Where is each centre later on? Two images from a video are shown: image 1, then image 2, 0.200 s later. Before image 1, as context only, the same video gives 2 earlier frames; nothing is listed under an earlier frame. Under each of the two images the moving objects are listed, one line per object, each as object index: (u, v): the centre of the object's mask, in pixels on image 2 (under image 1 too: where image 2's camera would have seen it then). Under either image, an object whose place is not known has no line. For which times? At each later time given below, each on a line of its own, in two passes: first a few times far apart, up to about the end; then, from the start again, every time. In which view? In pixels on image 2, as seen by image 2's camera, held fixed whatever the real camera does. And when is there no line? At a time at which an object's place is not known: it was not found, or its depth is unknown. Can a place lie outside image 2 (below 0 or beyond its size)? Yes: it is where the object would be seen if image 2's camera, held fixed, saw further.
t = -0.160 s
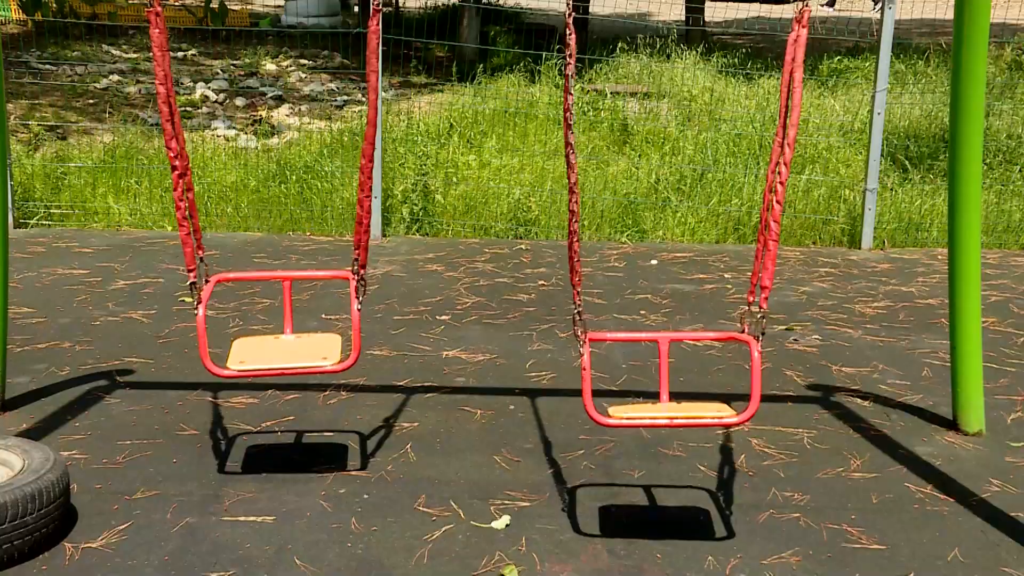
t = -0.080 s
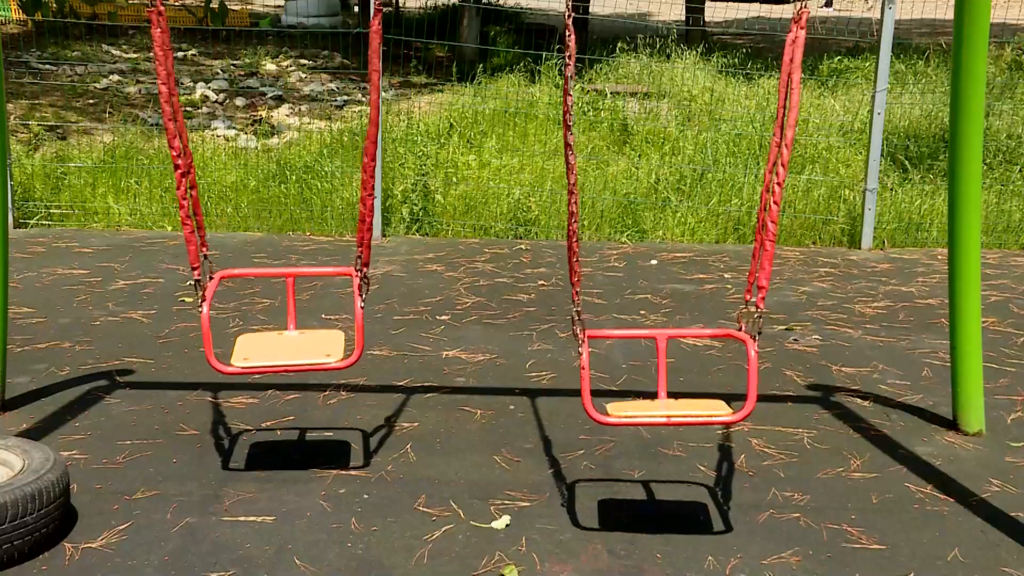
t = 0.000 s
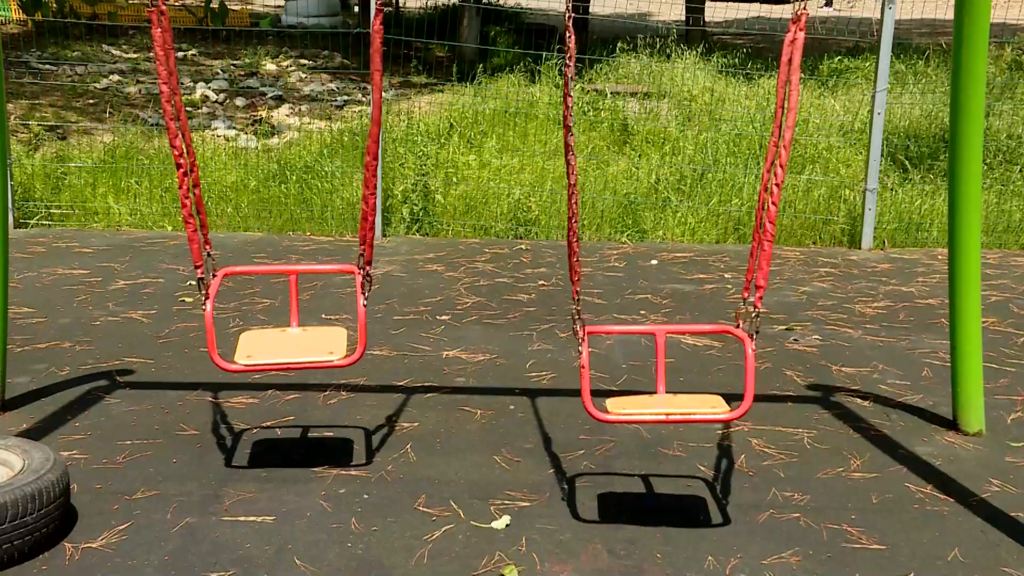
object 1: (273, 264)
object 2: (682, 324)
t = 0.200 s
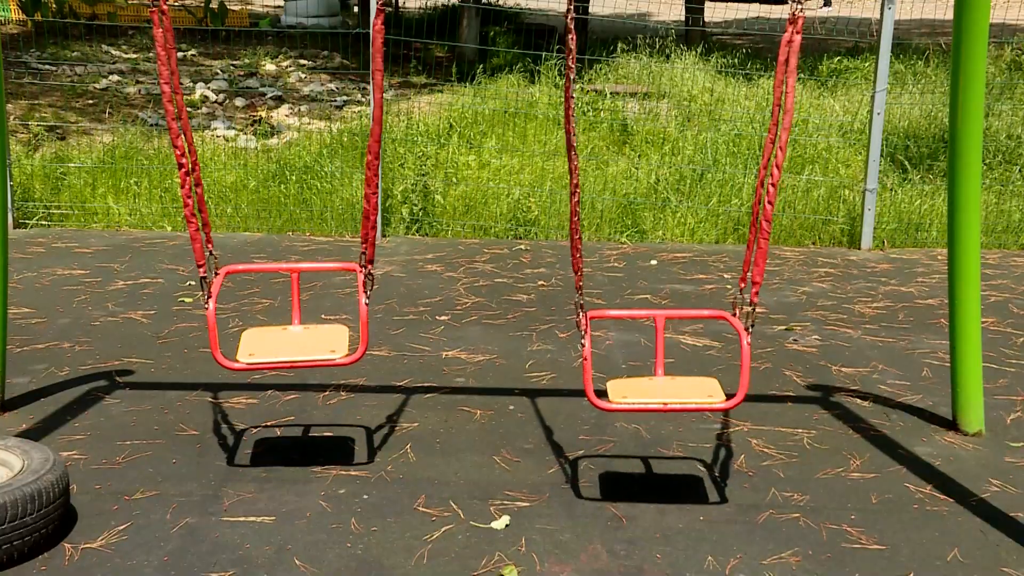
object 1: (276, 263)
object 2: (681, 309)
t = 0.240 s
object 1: (276, 263)
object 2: (681, 305)
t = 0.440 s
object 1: (274, 269)
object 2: (684, 285)
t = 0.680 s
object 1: (256, 281)
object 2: (690, 267)
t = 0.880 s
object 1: (244, 292)
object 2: (694, 263)
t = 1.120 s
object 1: (233, 301)
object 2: (697, 275)
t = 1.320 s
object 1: (227, 303)
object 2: (698, 293)
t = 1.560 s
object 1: (239, 302)
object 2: (689, 316)
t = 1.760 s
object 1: (246, 296)
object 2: (689, 328)
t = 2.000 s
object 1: (261, 285)
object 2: (688, 333)
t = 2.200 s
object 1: (273, 273)
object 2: (688, 333)
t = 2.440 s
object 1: (273, 264)
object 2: (690, 325)
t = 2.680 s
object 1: (272, 264)
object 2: (694, 306)
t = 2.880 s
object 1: (263, 271)
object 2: (695, 288)
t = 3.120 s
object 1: (246, 284)
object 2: (695, 269)
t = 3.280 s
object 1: (240, 292)
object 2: (693, 265)
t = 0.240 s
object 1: (276, 263)
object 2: (681, 305)
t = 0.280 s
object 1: (276, 263)
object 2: (681, 301)
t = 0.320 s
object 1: (276, 264)
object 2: (681, 297)
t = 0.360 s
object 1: (276, 265)
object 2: (682, 293)
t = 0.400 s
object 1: (275, 267)
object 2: (683, 290)
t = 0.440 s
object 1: (274, 269)
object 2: (684, 285)
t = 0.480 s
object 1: (272, 270)
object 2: (685, 281)
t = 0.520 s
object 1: (272, 272)
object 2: (686, 278)
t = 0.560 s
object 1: (266, 275)
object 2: (687, 274)
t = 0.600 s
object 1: (263, 277)
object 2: (689, 272)
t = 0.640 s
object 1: (259, 279)
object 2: (689, 269)
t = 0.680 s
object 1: (256, 281)
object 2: (690, 267)
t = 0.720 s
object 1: (253, 284)
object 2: (688, 264)
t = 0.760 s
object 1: (252, 285)
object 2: (692, 264)
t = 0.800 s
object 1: (250, 288)
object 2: (692, 263)
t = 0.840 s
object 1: (246, 290)
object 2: (693, 263)
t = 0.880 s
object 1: (244, 292)
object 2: (694, 263)
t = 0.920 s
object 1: (243, 294)
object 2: (695, 264)
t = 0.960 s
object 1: (241, 295)
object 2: (695, 265)
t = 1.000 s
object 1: (240, 297)
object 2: (696, 267)
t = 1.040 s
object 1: (238, 299)
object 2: (694, 269)
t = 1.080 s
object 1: (235, 300)
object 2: (697, 272)
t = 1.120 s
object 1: (233, 301)
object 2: (697, 275)
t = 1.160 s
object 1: (231, 302)
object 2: (696, 278)
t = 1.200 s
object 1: (232, 302)
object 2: (696, 282)
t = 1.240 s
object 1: (228, 303)
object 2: (696, 286)
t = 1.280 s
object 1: (227, 303)
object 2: (696, 290)
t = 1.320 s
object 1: (227, 303)
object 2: (698, 293)
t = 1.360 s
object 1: (227, 303)
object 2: (695, 298)
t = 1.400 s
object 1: (229, 303)
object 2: (692, 302)
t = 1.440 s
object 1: (230, 303)
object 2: (695, 306)
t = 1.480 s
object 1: (231, 303)
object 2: (694, 309)
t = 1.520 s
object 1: (234, 303)
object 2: (694, 313)
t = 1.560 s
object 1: (239, 302)
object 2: (689, 316)
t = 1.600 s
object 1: (240, 301)
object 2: (687, 319)
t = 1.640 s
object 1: (242, 300)
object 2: (692, 322)
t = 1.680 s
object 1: (243, 299)
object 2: (691, 325)
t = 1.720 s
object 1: (244, 297)
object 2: (690, 326)
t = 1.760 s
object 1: (246, 296)
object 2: (689, 328)
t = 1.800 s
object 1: (248, 295)
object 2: (689, 329)
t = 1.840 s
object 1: (253, 293)
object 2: (689, 331)
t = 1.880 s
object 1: (253, 291)
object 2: (688, 332)
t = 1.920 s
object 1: (256, 289)
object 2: (688, 332)
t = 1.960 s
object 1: (260, 286)
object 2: (688, 333)
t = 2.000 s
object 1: (261, 285)
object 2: (688, 333)
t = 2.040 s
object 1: (264, 282)
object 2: (688, 333)
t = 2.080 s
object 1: (267, 280)
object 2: (687, 333)
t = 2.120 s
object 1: (270, 278)
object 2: (687, 333)
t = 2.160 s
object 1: (271, 276)
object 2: (685, 333)
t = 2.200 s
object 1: (273, 273)
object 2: (688, 333)
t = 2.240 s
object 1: (273, 271)
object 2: (688, 332)
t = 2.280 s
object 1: (274, 269)
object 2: (688, 331)
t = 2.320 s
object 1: (274, 268)
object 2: (689, 329)
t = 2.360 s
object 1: (274, 267)
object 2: (689, 328)
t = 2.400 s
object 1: (273, 265)
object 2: (689, 327)
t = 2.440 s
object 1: (273, 264)
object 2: (690, 325)
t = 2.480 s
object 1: (272, 264)
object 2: (689, 322)
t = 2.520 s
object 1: (272, 264)
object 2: (692, 320)
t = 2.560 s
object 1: (271, 263)
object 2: (691, 316)
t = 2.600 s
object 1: (271, 263)
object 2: (693, 313)
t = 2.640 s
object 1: (273, 263)
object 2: (694, 310)
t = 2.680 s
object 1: (272, 264)
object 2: (694, 306)
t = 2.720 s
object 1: (269, 265)
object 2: (694, 303)
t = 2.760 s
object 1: (270, 266)
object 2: (694, 299)
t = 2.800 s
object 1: (267, 268)
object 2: (695, 296)
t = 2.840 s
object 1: (265, 269)
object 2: (695, 291)
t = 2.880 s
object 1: (263, 271)
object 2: (695, 288)
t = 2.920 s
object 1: (260, 273)
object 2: (695, 284)
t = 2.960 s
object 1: (257, 275)
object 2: (693, 280)
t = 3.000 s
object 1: (254, 278)
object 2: (696, 277)
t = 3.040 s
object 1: (251, 279)
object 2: (696, 274)
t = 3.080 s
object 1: (251, 281)
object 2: (695, 271)
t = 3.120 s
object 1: (246, 284)
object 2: (695, 269)
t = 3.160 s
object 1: (243, 285)
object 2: (694, 267)
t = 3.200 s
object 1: (241, 288)
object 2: (694, 265)
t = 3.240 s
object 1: (240, 290)
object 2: (693, 265)
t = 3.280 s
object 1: (240, 292)
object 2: (693, 265)
